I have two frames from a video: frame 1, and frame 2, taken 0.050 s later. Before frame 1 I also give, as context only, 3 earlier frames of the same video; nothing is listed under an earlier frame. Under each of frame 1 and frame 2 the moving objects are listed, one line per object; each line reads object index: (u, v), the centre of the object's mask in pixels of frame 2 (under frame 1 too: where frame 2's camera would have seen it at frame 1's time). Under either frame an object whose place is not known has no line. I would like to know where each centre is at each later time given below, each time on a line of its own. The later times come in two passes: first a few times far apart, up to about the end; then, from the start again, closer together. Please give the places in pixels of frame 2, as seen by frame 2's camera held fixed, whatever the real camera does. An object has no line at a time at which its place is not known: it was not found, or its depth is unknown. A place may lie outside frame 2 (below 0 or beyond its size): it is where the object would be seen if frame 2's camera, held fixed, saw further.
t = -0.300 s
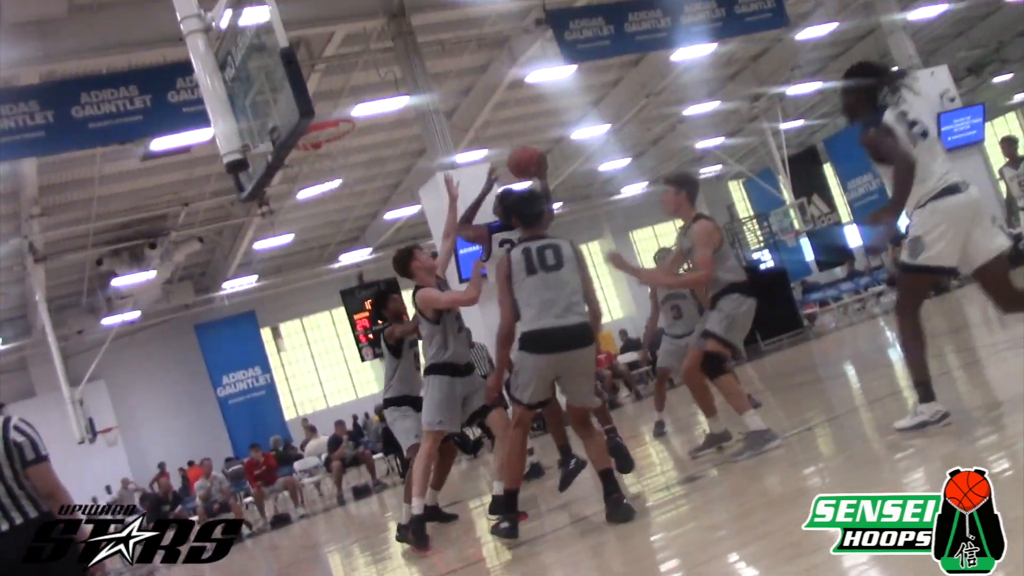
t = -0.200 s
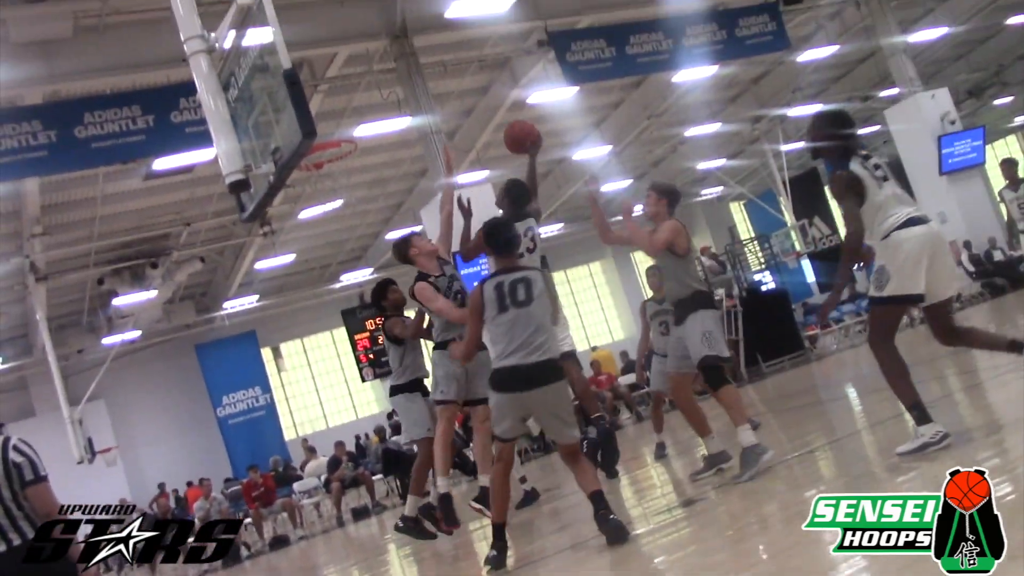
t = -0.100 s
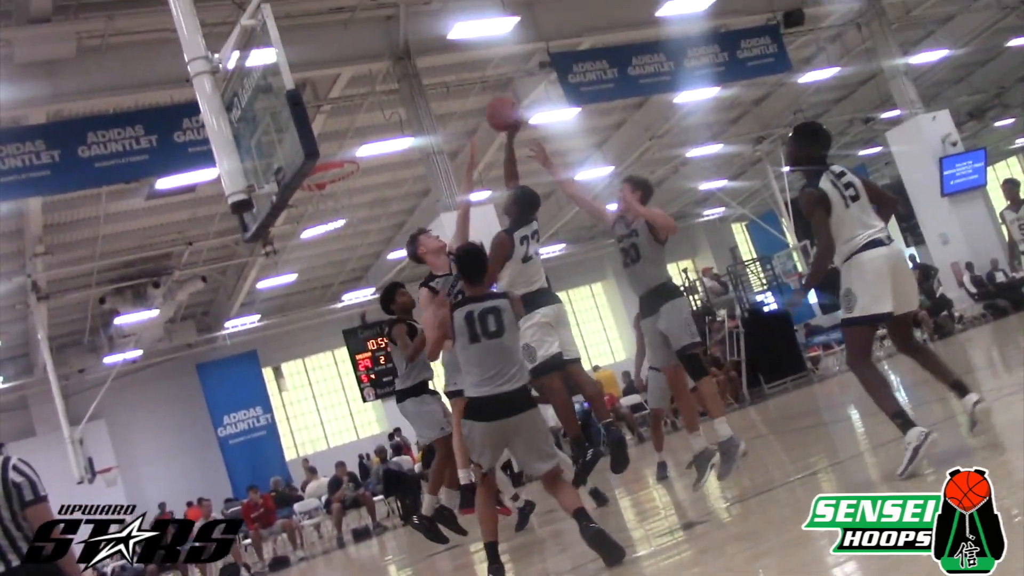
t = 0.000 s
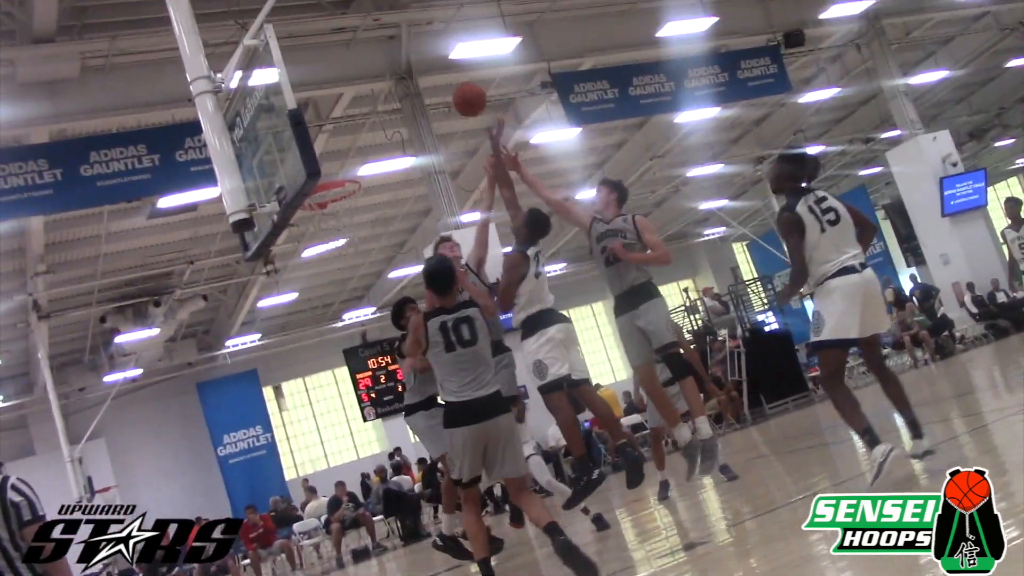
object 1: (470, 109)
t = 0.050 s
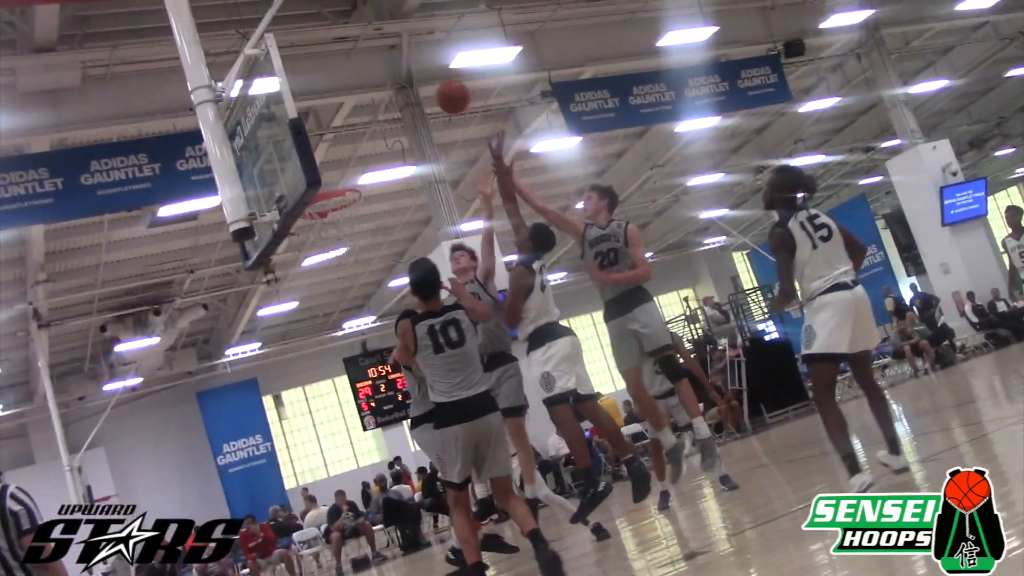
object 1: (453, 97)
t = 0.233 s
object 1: (401, 81)
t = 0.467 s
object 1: (357, 121)
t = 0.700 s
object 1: (334, 224)
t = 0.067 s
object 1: (448, 94)
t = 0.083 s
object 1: (442, 91)
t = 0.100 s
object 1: (437, 89)
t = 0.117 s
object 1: (432, 86)
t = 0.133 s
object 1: (427, 85)
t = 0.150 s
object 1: (423, 83)
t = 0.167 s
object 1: (418, 82)
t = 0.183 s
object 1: (414, 81)
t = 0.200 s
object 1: (410, 81)
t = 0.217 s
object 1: (405, 81)
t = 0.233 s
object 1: (401, 81)
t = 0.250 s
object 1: (397, 82)
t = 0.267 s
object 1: (395, 83)
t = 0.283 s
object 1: (390, 84)
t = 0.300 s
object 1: (387, 86)
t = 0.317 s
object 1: (382, 88)
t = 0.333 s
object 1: (379, 90)
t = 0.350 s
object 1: (376, 93)
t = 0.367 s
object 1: (373, 96)
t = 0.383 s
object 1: (370, 99)
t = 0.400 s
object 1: (367, 102)
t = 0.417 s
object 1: (365, 107)
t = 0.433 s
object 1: (362, 111)
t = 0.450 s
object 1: (360, 116)
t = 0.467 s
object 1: (357, 121)
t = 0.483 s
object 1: (354, 126)
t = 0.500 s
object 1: (352, 131)
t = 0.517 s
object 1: (351, 137)
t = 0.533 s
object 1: (348, 143)
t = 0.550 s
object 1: (347, 150)
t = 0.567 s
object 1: (345, 157)
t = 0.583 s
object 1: (343, 164)
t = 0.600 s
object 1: (341, 170)
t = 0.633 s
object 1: (338, 185)
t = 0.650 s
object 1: (338, 198)
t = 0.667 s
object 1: (336, 209)
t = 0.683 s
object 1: (335, 215)
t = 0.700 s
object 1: (334, 224)
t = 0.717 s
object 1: (333, 232)
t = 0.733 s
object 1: (332, 238)
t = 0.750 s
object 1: (331, 245)
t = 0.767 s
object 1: (331, 250)
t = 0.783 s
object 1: (330, 255)
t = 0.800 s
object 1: (330, 260)
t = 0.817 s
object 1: (329, 266)
